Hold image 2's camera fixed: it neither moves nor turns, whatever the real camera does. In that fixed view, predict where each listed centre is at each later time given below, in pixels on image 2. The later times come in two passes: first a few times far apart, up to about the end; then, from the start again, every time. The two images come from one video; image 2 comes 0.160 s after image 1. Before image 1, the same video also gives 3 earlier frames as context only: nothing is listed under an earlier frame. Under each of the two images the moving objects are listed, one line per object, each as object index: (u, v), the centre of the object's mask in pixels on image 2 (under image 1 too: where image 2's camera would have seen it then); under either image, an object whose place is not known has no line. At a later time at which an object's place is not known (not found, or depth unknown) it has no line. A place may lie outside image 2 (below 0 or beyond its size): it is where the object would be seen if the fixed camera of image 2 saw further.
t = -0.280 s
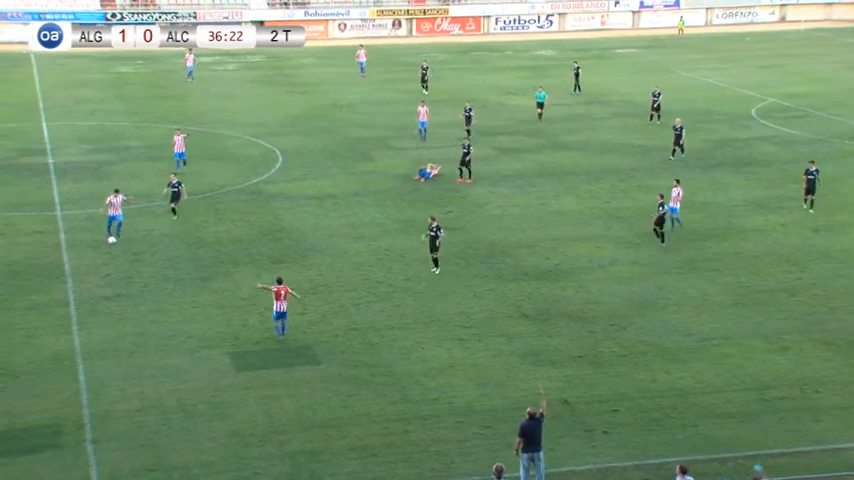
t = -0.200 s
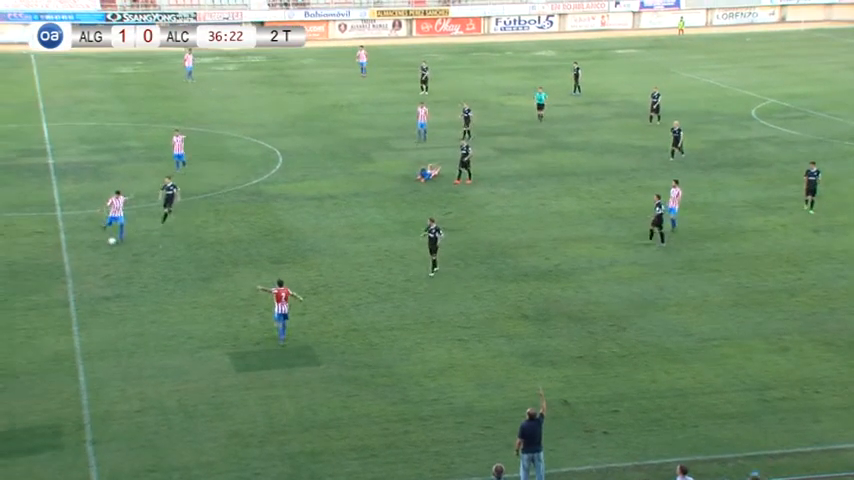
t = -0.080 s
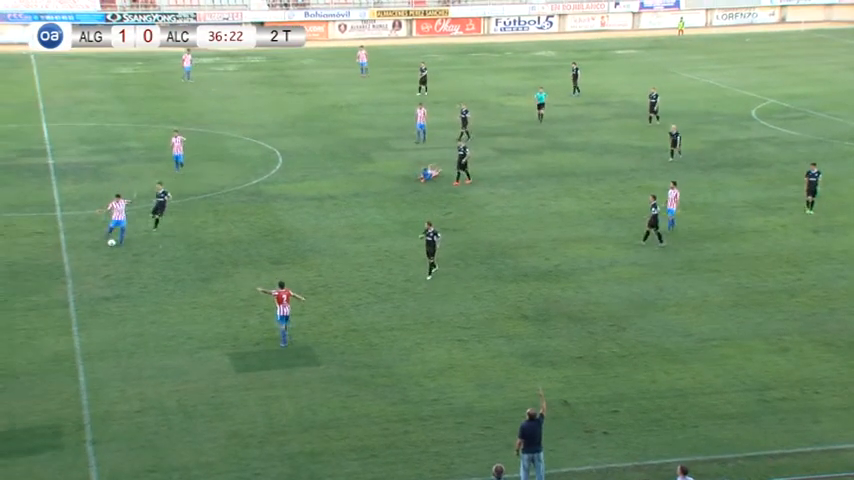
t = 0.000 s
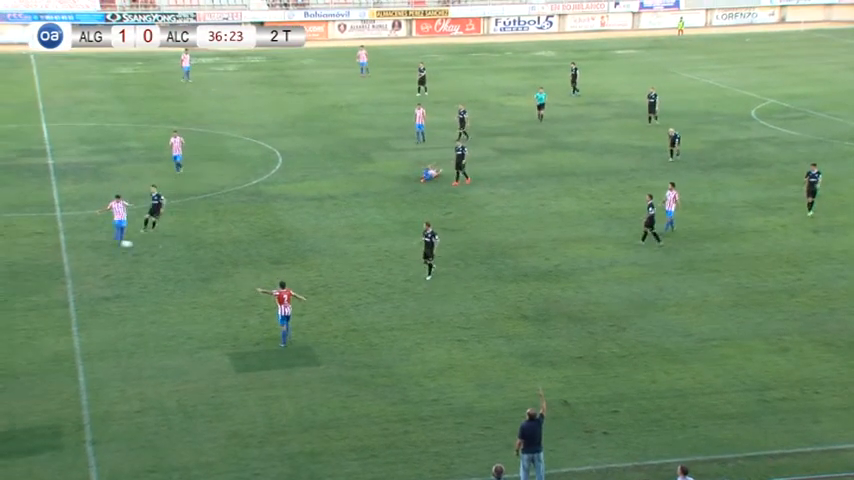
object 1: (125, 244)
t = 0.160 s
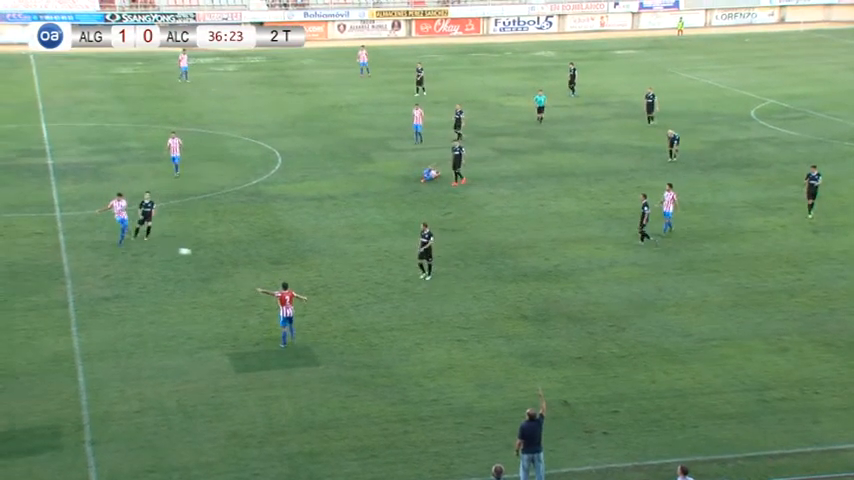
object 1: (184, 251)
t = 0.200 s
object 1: (200, 254)
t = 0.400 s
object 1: (284, 280)
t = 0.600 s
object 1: (378, 320)
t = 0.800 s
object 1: (464, 331)
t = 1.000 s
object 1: (557, 359)
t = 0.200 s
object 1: (200, 254)
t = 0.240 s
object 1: (217, 258)
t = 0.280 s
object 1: (233, 262)
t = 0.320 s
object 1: (249, 268)
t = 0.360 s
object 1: (266, 273)
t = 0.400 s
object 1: (284, 280)
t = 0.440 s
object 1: (303, 286)
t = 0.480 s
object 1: (321, 293)
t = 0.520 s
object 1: (339, 302)
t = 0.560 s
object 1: (358, 310)
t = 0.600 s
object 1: (378, 320)
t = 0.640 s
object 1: (394, 322)
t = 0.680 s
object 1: (411, 323)
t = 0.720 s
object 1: (428, 325)
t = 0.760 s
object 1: (446, 328)
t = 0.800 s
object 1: (464, 331)
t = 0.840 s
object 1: (482, 334)
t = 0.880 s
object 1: (500, 340)
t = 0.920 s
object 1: (519, 346)
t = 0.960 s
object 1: (538, 352)
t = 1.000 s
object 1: (557, 359)
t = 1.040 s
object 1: (575, 367)
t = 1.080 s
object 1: (593, 369)
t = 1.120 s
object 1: (610, 370)
